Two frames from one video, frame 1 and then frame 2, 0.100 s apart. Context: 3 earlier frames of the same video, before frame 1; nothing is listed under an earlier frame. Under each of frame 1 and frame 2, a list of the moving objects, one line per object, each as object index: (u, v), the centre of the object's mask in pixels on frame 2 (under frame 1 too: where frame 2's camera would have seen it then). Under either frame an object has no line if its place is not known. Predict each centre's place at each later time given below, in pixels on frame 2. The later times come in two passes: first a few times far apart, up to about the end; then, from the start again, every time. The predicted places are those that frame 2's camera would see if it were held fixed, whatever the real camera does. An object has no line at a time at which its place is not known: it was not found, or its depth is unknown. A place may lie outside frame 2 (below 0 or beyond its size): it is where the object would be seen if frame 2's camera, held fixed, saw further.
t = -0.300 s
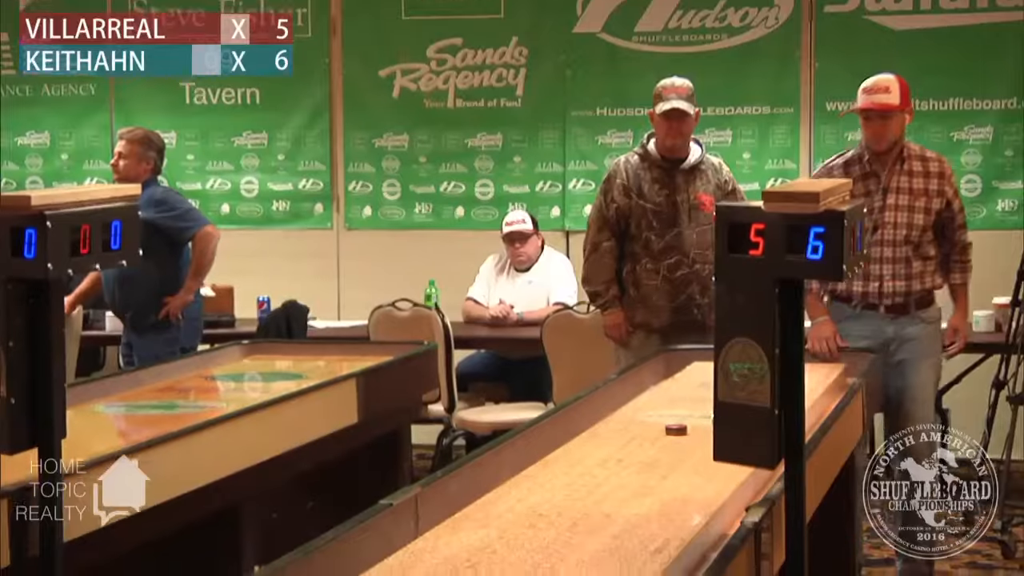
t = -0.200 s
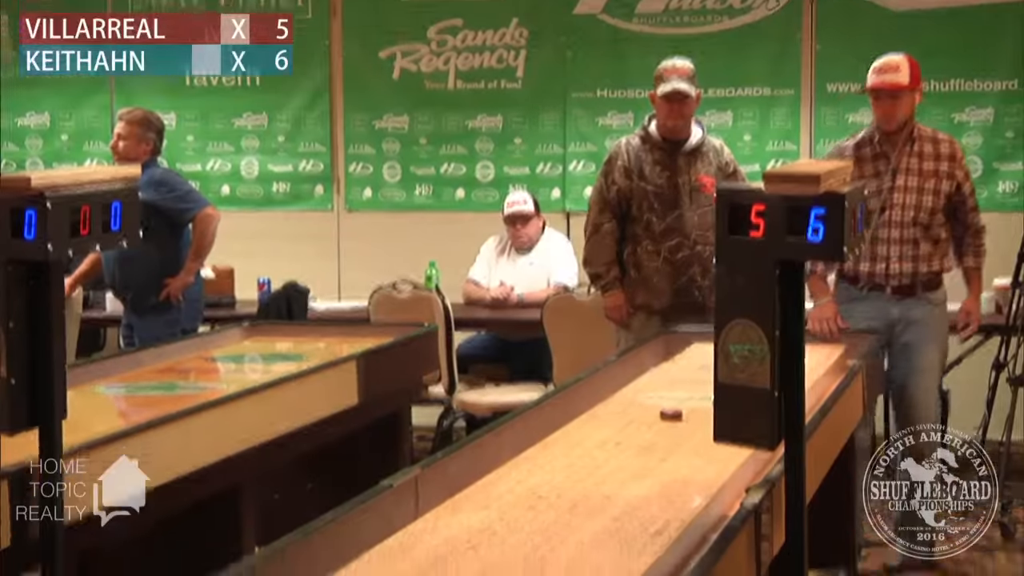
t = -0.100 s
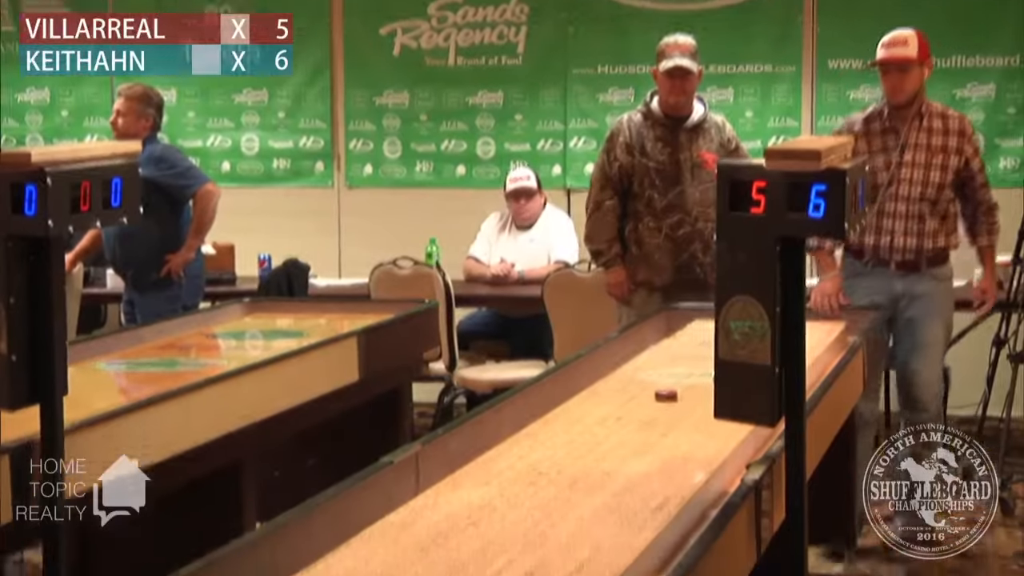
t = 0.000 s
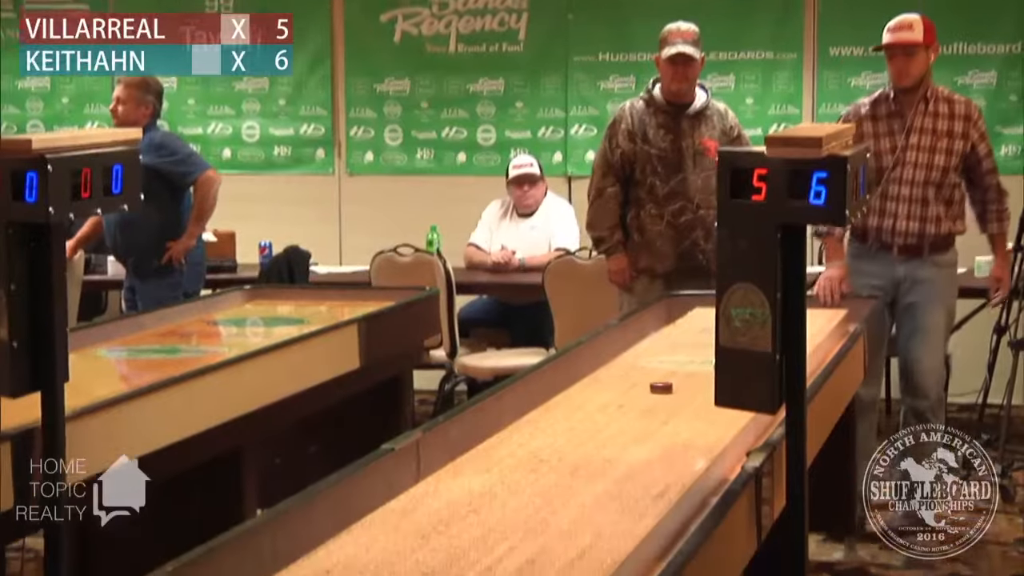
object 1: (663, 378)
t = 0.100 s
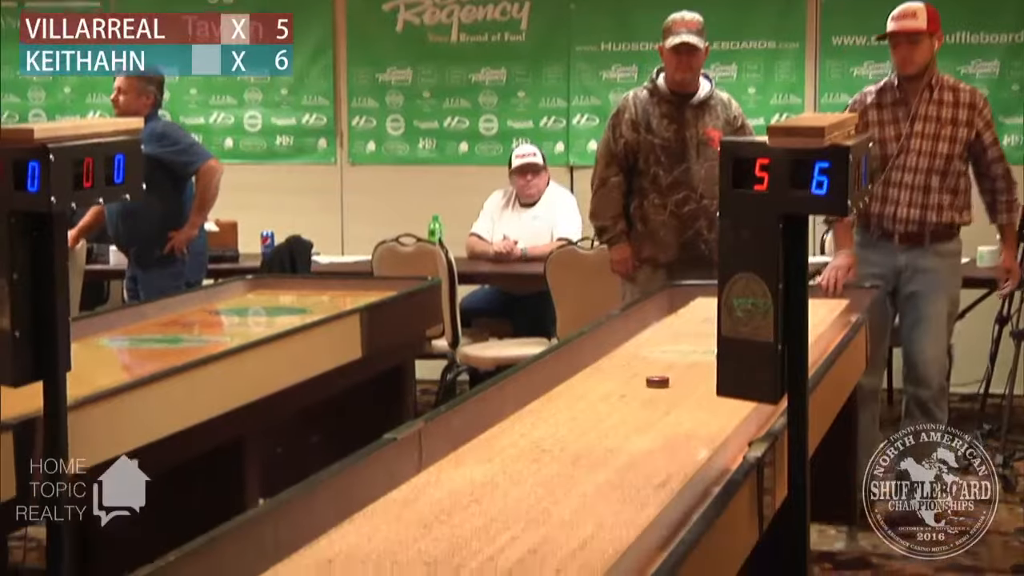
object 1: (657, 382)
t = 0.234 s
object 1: (650, 388)
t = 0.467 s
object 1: (636, 398)
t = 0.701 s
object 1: (622, 409)
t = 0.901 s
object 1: (610, 418)
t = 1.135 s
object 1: (595, 429)
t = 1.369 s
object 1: (580, 441)
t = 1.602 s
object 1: (565, 453)
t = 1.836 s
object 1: (549, 465)
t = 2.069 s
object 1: (532, 478)
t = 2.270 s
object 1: (518, 489)
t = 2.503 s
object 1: (501, 502)
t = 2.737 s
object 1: (483, 516)
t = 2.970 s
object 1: (465, 529)
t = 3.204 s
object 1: (447, 543)
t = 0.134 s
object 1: (656, 383)
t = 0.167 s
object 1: (654, 385)
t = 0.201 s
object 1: (652, 386)
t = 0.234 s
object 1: (650, 388)
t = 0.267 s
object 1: (648, 389)
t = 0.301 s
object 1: (646, 391)
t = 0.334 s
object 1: (644, 392)
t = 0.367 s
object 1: (642, 394)
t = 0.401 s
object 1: (640, 395)
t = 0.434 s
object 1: (638, 396)
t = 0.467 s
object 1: (636, 398)
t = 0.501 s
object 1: (634, 399)
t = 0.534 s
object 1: (632, 401)
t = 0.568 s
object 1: (630, 403)
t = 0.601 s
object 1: (628, 404)
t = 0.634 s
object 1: (626, 406)
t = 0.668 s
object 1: (624, 407)
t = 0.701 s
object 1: (622, 409)
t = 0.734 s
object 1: (619, 410)
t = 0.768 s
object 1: (618, 412)
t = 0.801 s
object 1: (615, 414)
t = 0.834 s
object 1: (614, 415)
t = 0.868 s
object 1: (611, 416)
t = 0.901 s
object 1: (610, 418)
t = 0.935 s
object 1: (608, 420)
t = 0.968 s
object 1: (605, 421)
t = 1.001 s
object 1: (603, 423)
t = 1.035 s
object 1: (601, 424)
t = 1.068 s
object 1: (599, 426)
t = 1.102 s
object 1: (597, 427)
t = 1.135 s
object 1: (595, 429)
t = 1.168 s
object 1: (593, 431)
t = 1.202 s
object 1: (591, 433)
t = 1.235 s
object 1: (589, 435)
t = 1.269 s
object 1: (586, 436)
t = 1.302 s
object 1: (584, 437)
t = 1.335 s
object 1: (582, 439)
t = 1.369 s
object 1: (580, 441)
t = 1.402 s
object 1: (578, 442)
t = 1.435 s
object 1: (575, 444)
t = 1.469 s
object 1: (573, 446)
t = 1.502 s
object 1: (571, 448)
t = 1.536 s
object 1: (569, 449)
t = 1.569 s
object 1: (567, 451)
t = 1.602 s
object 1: (565, 453)
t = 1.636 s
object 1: (562, 455)
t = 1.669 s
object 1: (560, 456)
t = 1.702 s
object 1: (558, 458)
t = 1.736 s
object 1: (556, 460)
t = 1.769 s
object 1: (553, 462)
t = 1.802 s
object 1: (551, 463)
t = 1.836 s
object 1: (549, 465)
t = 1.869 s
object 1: (547, 467)
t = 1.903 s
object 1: (544, 469)
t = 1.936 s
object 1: (542, 470)
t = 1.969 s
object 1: (539, 472)
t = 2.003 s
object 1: (537, 474)
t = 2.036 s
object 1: (535, 476)
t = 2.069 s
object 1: (532, 478)
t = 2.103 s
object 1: (530, 480)
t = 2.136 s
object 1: (527, 482)
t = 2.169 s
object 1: (525, 483)
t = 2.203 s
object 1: (523, 485)
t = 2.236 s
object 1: (520, 487)
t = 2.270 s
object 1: (518, 489)
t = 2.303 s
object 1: (515, 491)
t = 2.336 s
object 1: (513, 493)
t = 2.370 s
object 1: (511, 495)
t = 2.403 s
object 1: (508, 496)
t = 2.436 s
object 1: (506, 498)
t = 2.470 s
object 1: (503, 500)
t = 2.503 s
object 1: (501, 502)
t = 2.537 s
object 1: (498, 504)
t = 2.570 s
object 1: (496, 506)
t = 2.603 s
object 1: (493, 508)
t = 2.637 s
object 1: (491, 509)
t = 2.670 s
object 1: (488, 512)
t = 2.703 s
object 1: (486, 514)
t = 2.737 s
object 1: (483, 516)
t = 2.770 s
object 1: (481, 518)
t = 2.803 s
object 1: (478, 520)
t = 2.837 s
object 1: (475, 521)
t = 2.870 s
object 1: (473, 524)
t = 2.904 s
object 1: (470, 525)
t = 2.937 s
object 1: (468, 527)
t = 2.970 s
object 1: (465, 529)
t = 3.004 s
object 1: (462, 531)
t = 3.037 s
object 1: (460, 533)
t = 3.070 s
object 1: (457, 536)
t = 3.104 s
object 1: (454, 537)
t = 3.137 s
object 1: (452, 540)
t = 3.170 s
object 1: (449, 541)
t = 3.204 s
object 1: (447, 543)
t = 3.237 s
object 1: (444, 545)
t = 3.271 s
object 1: (441, 547)
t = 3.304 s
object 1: (439, 549)
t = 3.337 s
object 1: (436, 551)
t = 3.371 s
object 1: (433, 553)
